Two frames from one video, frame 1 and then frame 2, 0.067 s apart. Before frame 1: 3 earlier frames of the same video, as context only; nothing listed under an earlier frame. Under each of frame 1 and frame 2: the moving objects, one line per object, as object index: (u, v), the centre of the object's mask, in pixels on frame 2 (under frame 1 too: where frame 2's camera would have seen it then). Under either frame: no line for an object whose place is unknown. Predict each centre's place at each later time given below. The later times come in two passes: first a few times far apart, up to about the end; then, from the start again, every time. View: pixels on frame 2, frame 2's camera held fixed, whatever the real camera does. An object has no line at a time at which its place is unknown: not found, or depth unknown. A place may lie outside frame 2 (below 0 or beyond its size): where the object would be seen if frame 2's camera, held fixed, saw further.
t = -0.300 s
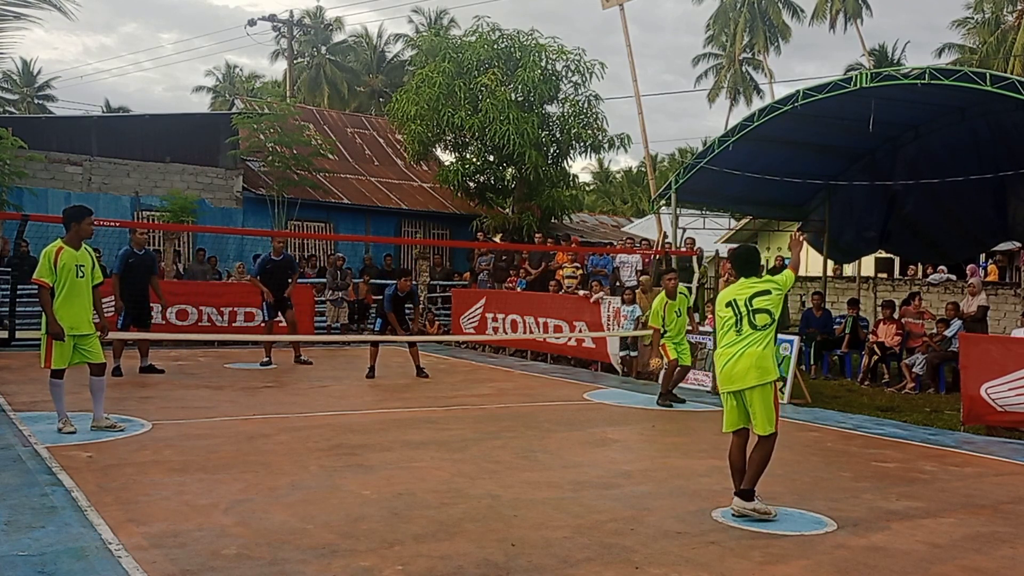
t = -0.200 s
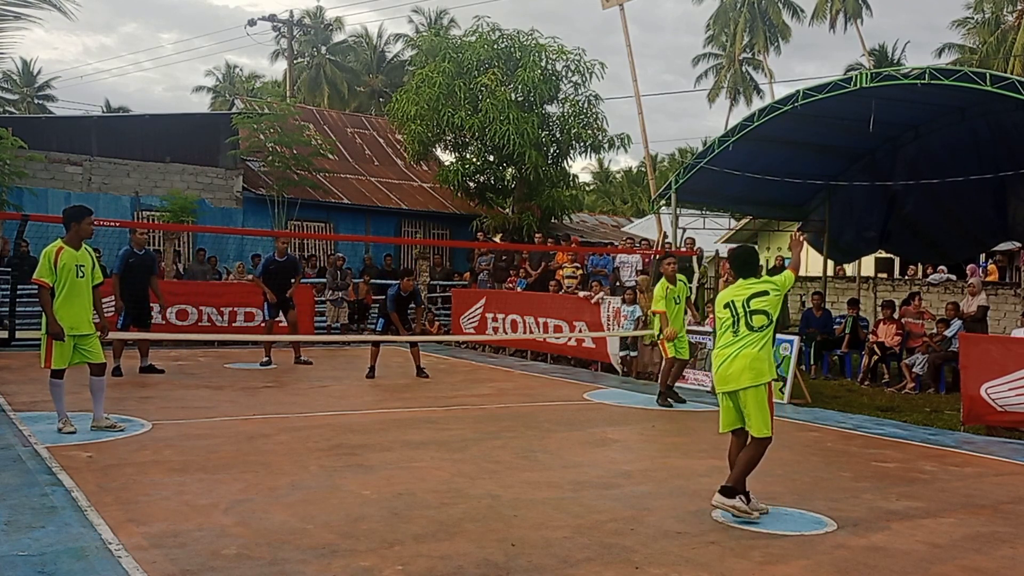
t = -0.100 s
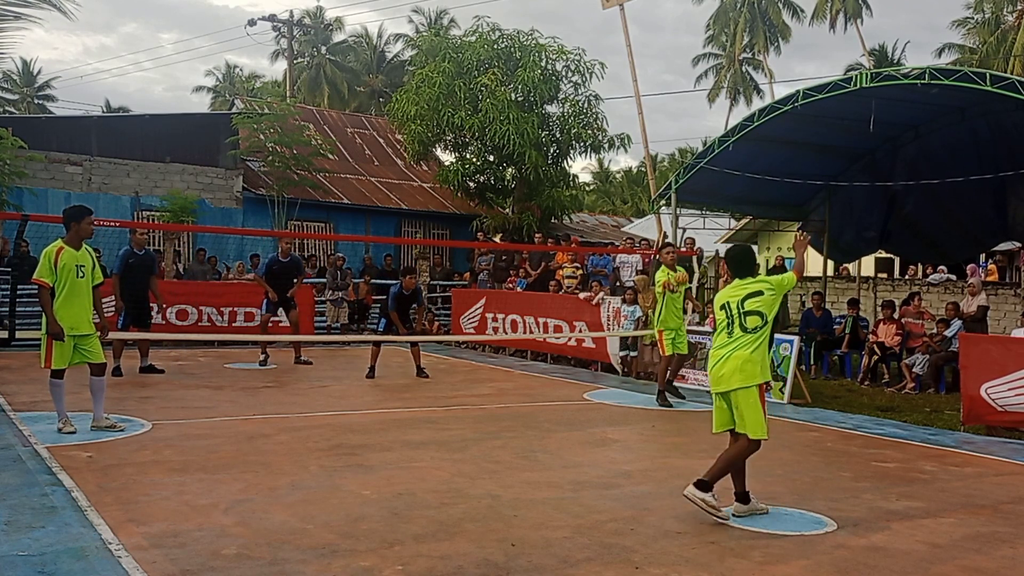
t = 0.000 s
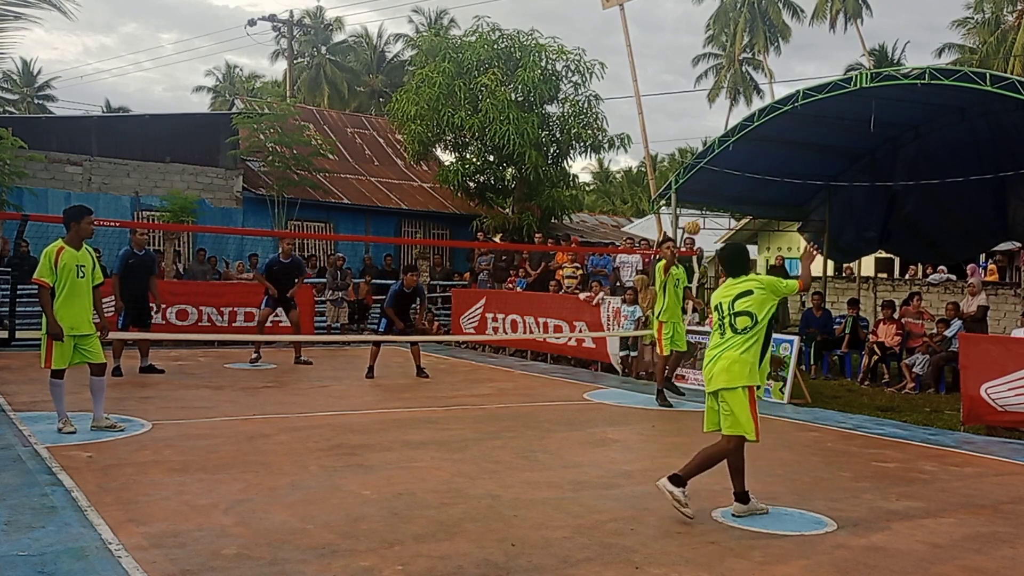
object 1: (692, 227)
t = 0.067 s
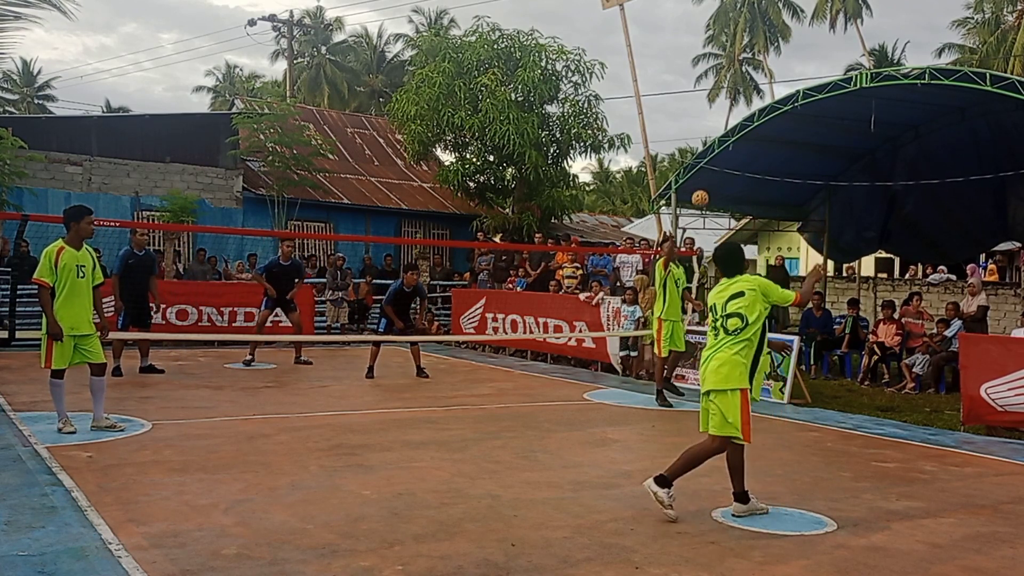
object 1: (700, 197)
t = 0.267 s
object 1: (725, 136)
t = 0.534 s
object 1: (762, 126)
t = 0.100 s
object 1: (705, 184)
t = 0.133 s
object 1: (708, 173)
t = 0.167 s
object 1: (713, 162)
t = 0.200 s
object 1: (716, 152)
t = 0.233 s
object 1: (721, 143)
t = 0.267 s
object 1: (725, 136)
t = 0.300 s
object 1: (729, 129)
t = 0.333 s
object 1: (734, 125)
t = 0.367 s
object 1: (738, 120)
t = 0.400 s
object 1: (743, 118)
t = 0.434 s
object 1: (748, 118)
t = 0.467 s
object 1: (752, 119)
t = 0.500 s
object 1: (757, 122)
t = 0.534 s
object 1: (762, 126)
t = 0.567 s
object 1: (767, 133)
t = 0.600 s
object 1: (772, 142)
